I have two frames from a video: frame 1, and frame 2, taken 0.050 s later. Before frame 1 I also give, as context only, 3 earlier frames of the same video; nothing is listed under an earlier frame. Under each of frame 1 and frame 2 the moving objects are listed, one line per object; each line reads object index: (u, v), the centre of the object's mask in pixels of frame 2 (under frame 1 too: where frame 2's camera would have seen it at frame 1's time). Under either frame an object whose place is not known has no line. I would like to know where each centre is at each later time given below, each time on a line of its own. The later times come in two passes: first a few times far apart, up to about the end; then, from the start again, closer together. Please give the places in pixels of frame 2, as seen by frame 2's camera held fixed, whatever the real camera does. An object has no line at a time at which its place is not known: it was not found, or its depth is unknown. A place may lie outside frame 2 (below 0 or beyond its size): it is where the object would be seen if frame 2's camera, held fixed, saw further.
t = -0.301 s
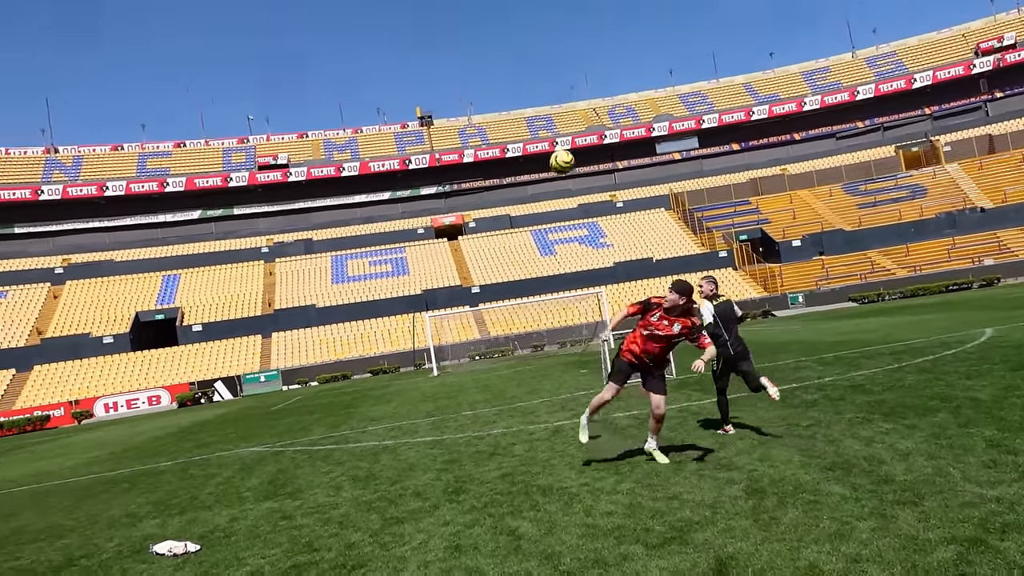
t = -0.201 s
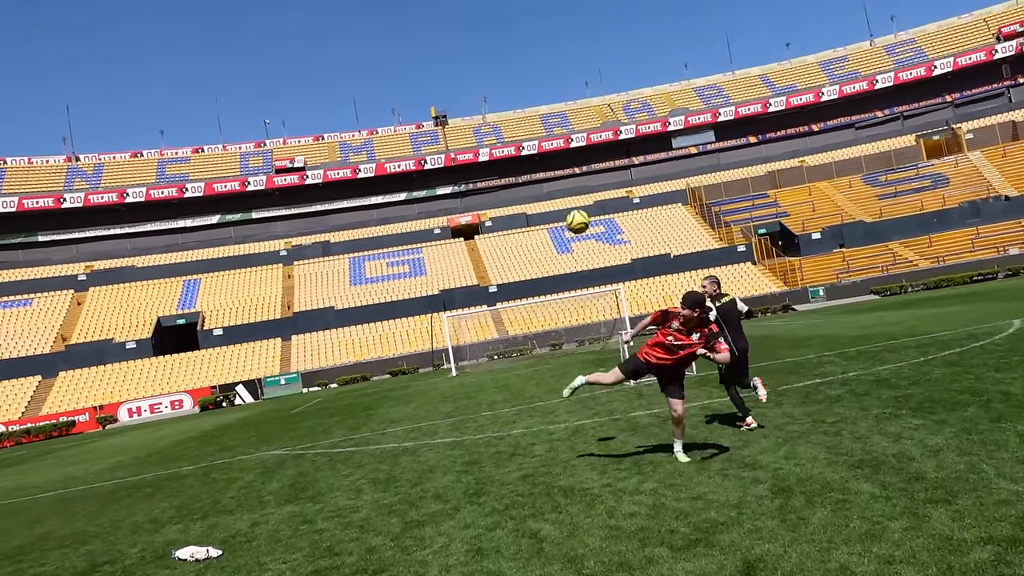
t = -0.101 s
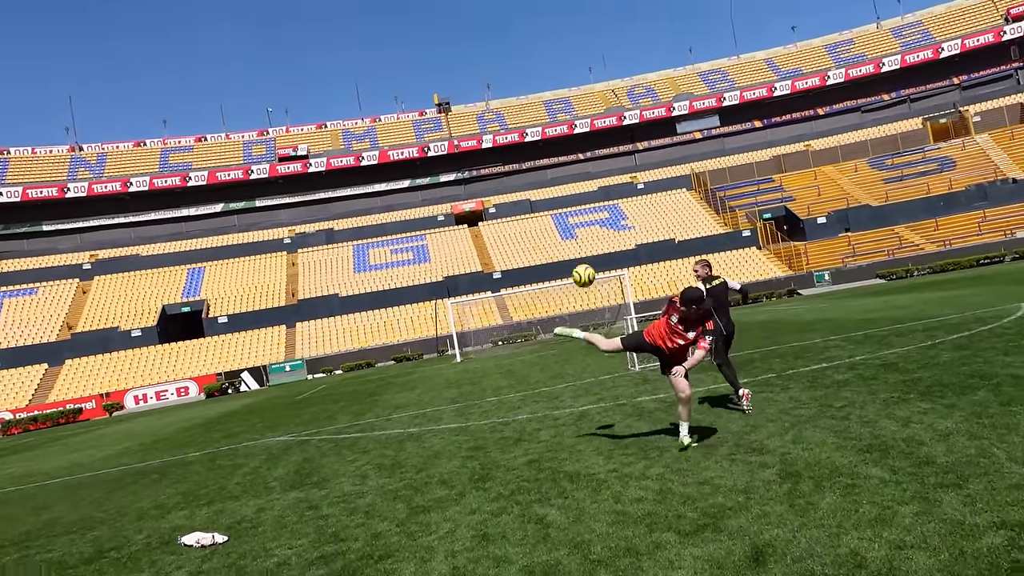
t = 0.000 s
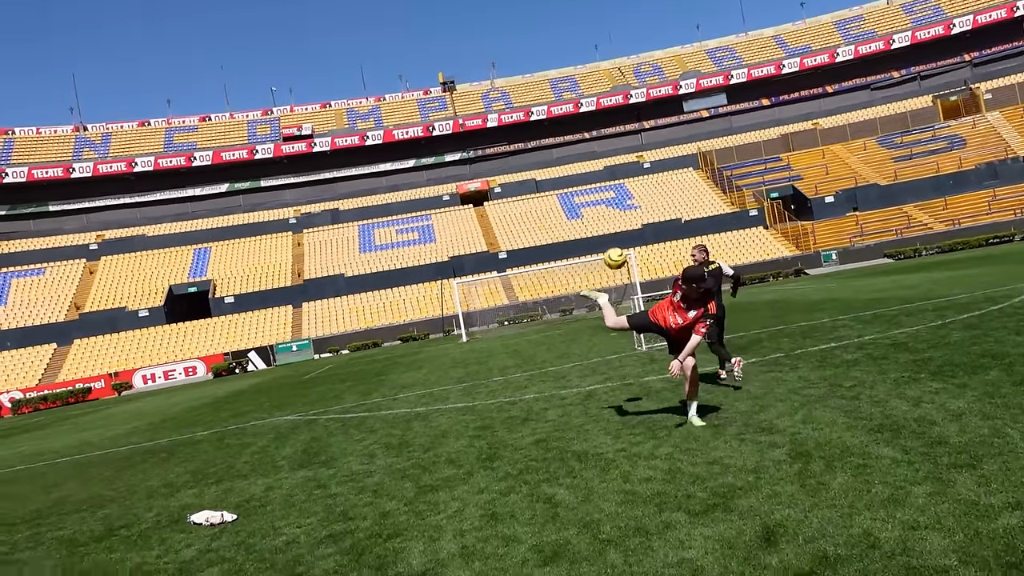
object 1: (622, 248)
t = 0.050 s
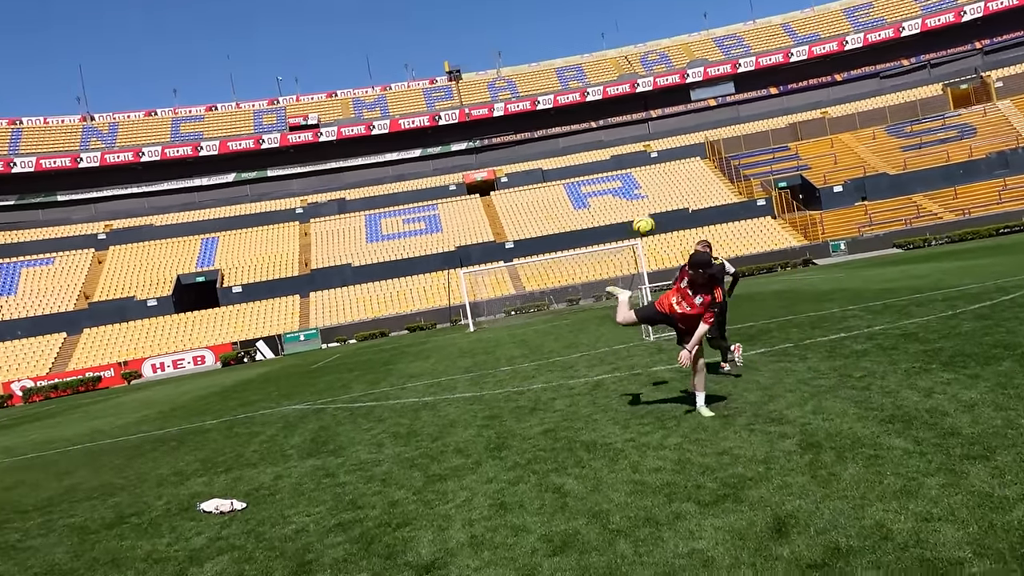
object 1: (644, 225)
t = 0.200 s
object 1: (710, 174)
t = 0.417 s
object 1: (803, 141)
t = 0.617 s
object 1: (882, 153)
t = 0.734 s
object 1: (929, 174)
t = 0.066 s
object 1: (651, 219)
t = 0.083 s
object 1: (658, 214)
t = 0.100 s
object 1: (666, 206)
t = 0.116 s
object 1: (672, 201)
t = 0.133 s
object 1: (680, 196)
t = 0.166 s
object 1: (695, 184)
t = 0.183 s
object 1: (702, 180)
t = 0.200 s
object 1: (710, 174)
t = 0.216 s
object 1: (717, 170)
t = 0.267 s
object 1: (738, 159)
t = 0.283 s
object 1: (745, 156)
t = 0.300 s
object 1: (752, 153)
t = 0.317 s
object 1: (760, 150)
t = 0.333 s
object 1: (767, 148)
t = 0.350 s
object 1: (774, 146)
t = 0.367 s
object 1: (781, 144)
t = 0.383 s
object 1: (788, 143)
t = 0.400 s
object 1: (796, 141)
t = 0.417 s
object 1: (803, 141)
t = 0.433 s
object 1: (810, 140)
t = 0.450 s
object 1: (818, 140)
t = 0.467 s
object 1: (824, 140)
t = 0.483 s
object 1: (829, 141)
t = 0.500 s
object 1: (836, 142)
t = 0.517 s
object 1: (842, 143)
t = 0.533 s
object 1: (848, 144)
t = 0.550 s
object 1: (855, 145)
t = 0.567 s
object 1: (862, 147)
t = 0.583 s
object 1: (868, 149)
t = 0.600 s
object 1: (874, 151)
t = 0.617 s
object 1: (882, 153)
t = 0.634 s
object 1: (889, 155)
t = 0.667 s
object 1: (902, 161)
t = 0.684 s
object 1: (908, 163)
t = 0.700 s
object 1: (915, 167)
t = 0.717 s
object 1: (923, 171)
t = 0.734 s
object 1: (929, 174)
